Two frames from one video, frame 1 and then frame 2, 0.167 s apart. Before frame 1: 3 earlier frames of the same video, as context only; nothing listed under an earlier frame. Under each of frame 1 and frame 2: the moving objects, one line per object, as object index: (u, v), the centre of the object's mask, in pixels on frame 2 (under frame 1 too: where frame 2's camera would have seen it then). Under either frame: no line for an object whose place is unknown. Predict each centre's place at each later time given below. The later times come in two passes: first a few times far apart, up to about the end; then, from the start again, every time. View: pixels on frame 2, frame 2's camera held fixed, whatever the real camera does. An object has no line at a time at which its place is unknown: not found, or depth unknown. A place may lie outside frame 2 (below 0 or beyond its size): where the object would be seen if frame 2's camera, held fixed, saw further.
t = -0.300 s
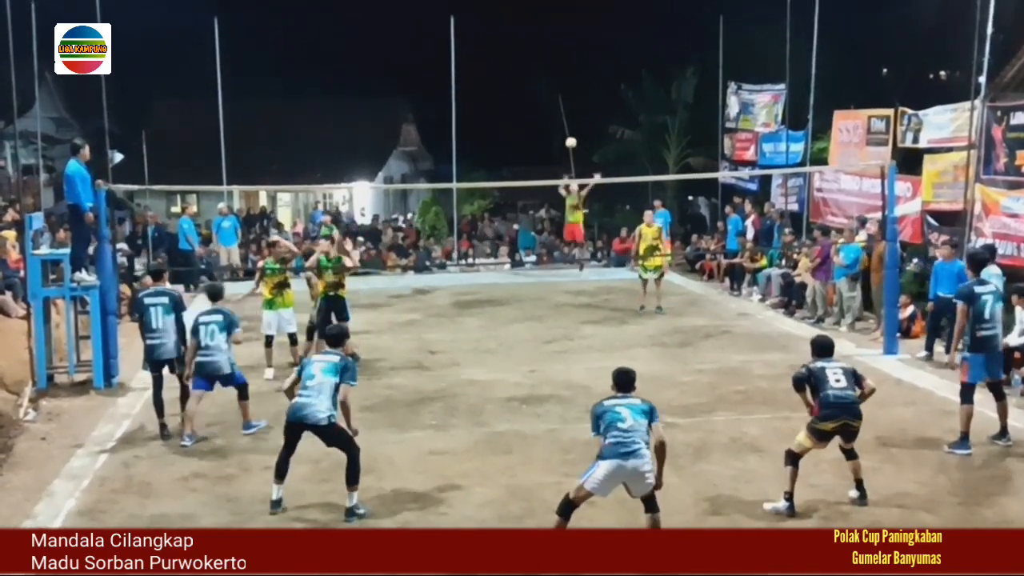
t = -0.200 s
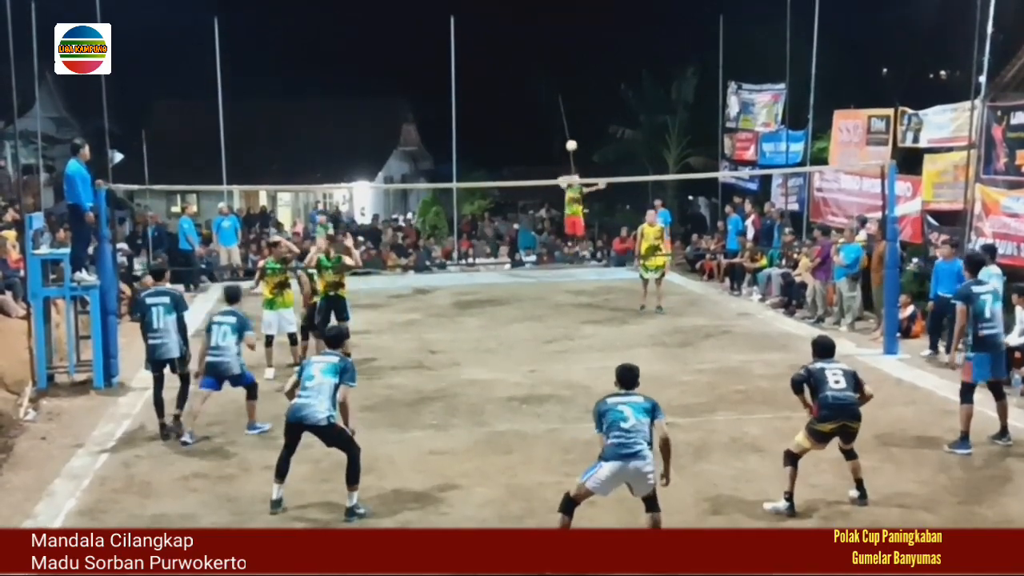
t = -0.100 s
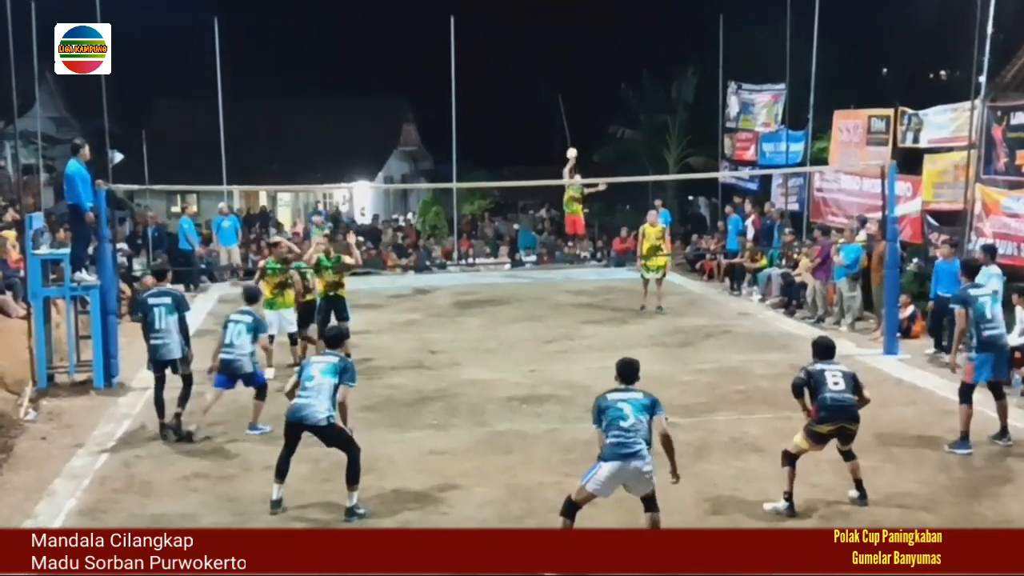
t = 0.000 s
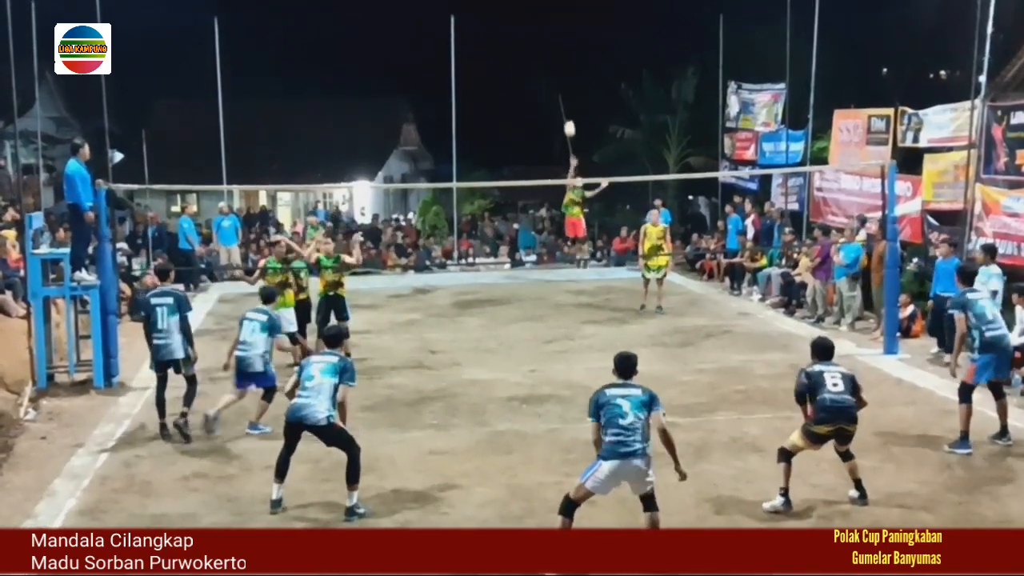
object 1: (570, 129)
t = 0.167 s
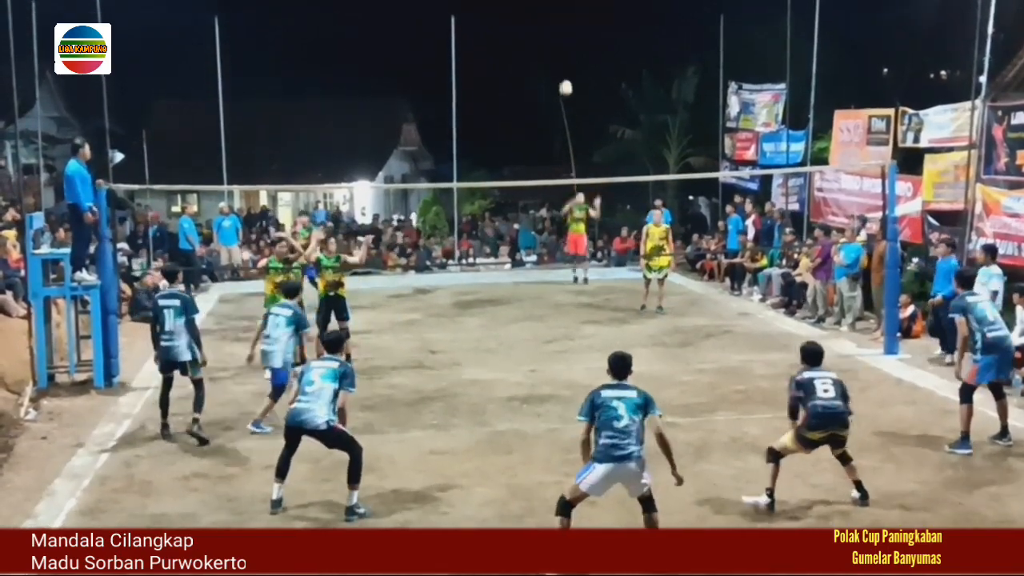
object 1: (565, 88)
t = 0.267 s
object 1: (563, 69)
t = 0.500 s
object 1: (551, 46)
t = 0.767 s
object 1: (538, 66)
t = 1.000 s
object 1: (527, 132)
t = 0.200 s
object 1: (564, 81)
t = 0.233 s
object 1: (564, 75)
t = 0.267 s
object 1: (563, 69)
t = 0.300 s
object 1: (561, 64)
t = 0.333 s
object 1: (560, 60)
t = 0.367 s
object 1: (559, 56)
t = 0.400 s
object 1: (557, 53)
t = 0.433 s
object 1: (555, 50)
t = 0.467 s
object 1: (553, 48)
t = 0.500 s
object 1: (551, 46)
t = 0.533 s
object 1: (550, 46)
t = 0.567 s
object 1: (548, 46)
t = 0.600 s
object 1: (546, 48)
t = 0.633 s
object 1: (544, 50)
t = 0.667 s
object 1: (542, 53)
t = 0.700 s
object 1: (541, 57)
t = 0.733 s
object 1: (539, 61)
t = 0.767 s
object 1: (538, 66)
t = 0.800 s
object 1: (536, 73)
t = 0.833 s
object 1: (535, 80)
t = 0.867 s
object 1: (533, 89)
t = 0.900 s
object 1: (532, 98)
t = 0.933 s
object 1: (530, 108)
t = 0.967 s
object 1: (529, 120)
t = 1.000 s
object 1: (527, 132)
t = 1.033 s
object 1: (526, 146)
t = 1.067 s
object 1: (524, 161)
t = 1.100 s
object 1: (523, 177)
